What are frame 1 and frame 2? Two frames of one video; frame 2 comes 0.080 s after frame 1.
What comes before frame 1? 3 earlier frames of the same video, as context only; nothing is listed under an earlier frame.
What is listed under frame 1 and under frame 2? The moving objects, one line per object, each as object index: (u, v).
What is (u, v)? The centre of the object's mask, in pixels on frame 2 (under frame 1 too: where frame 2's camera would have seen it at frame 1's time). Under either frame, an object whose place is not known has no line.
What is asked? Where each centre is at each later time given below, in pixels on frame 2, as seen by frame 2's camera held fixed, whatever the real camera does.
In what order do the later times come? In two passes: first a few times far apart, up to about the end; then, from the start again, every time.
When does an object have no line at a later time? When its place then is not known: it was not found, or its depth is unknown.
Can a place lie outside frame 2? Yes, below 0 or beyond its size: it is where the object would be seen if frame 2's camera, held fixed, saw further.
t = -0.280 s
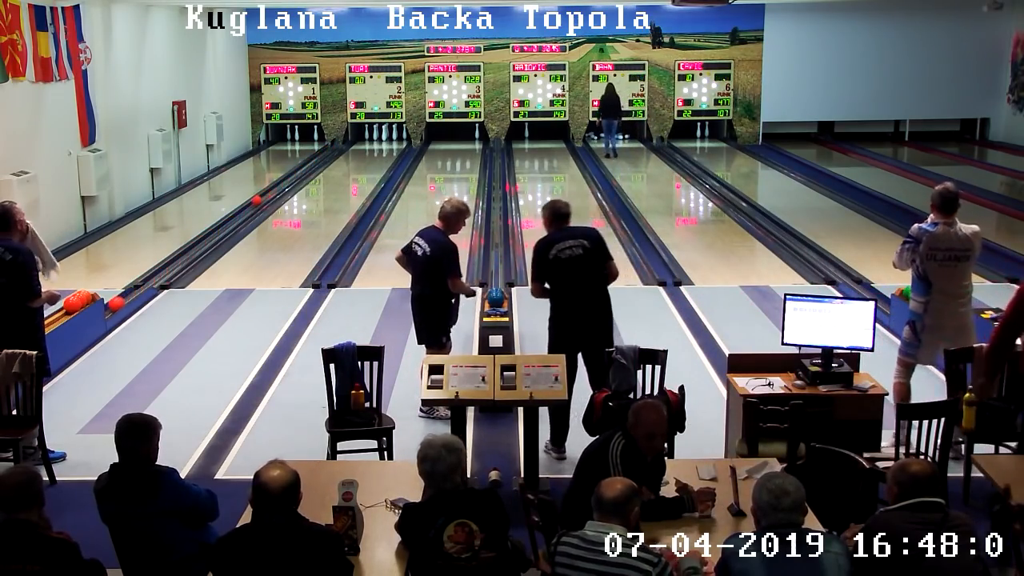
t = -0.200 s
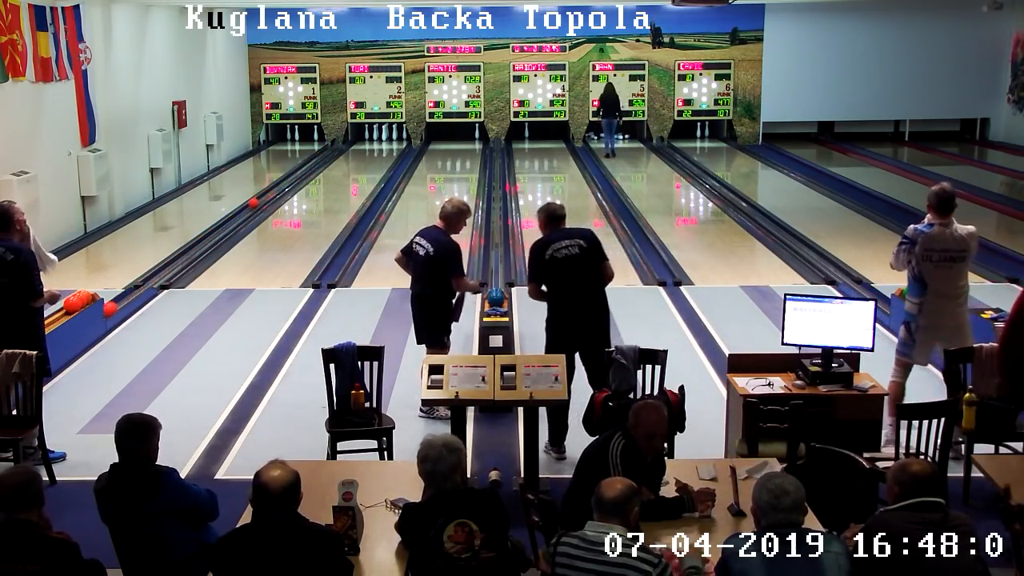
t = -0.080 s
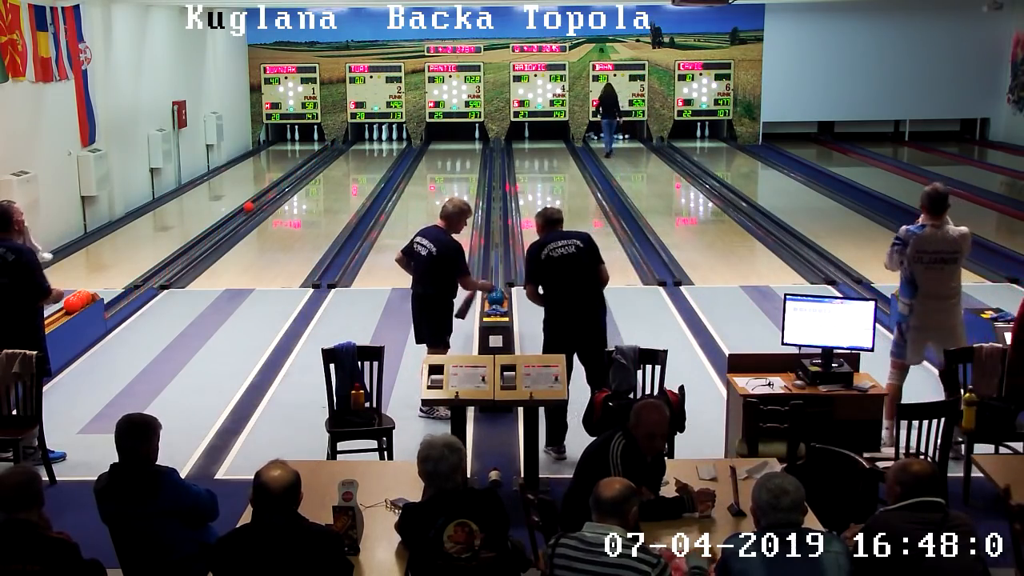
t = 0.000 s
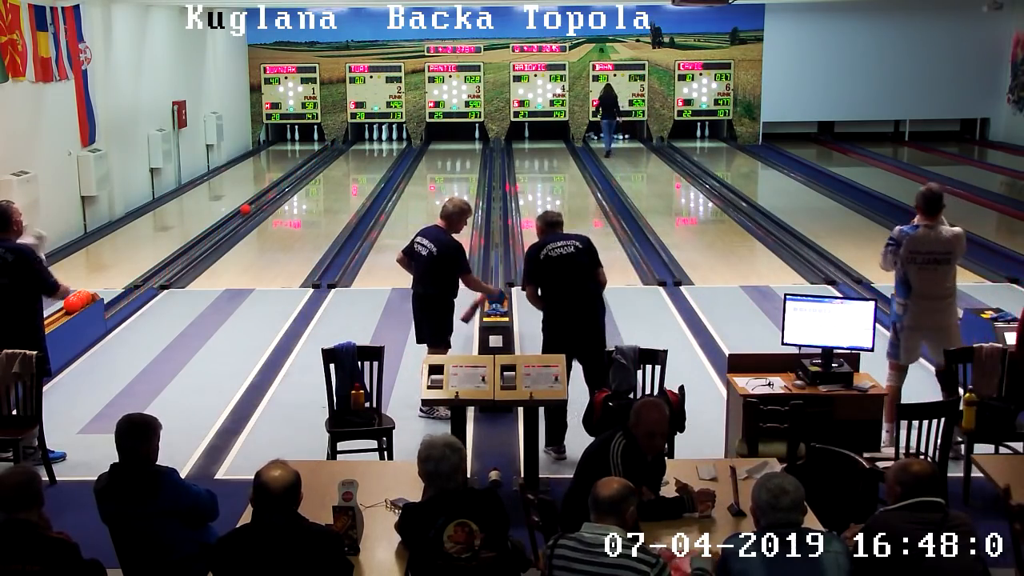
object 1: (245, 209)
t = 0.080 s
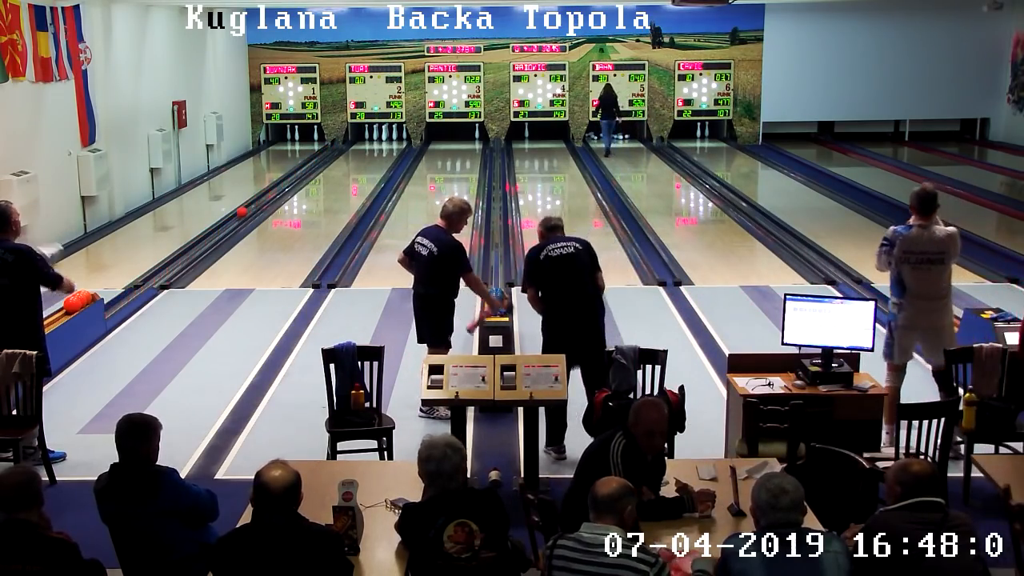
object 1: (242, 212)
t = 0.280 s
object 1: (233, 218)
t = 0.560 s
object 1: (219, 228)
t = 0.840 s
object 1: (204, 239)
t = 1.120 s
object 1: (188, 251)
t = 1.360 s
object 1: (173, 263)
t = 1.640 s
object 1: (153, 277)
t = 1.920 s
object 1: (130, 293)
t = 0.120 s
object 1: (240, 213)
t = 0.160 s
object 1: (238, 215)
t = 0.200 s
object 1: (236, 216)
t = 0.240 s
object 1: (235, 217)
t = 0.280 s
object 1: (233, 218)
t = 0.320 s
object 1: (231, 220)
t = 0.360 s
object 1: (229, 221)
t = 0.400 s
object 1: (227, 223)
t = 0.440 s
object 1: (225, 224)
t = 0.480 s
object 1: (223, 226)
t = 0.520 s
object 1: (221, 227)
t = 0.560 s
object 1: (219, 228)
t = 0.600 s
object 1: (217, 230)
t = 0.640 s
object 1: (215, 231)
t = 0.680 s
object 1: (213, 233)
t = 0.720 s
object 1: (211, 235)
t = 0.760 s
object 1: (209, 236)
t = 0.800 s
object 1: (207, 238)
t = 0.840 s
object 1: (204, 239)
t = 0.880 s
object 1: (202, 241)
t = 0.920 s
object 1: (200, 243)
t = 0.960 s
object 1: (198, 244)
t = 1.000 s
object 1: (196, 246)
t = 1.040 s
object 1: (193, 248)
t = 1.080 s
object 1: (191, 249)
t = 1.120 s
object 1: (188, 251)
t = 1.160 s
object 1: (186, 253)
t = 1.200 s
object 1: (183, 255)
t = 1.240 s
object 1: (181, 257)
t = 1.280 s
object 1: (178, 259)
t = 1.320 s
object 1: (175, 261)
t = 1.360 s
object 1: (173, 263)
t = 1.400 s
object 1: (170, 265)
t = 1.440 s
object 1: (168, 266)
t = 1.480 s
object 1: (164, 269)
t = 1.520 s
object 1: (162, 271)
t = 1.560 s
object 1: (159, 273)
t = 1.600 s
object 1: (156, 275)
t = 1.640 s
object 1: (153, 277)
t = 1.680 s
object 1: (150, 279)
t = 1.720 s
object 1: (147, 281)
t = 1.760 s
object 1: (144, 283)
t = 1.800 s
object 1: (140, 286)
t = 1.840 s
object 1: (137, 288)
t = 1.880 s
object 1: (133, 290)
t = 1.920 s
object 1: (130, 293)
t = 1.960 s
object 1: (127, 296)
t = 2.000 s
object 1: (124, 298)
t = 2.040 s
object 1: (120, 300)
